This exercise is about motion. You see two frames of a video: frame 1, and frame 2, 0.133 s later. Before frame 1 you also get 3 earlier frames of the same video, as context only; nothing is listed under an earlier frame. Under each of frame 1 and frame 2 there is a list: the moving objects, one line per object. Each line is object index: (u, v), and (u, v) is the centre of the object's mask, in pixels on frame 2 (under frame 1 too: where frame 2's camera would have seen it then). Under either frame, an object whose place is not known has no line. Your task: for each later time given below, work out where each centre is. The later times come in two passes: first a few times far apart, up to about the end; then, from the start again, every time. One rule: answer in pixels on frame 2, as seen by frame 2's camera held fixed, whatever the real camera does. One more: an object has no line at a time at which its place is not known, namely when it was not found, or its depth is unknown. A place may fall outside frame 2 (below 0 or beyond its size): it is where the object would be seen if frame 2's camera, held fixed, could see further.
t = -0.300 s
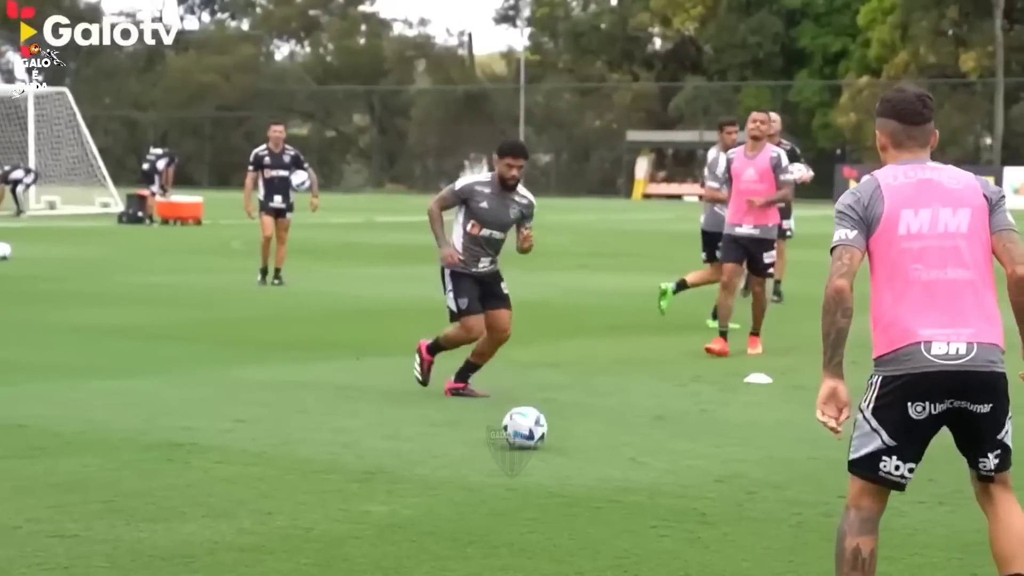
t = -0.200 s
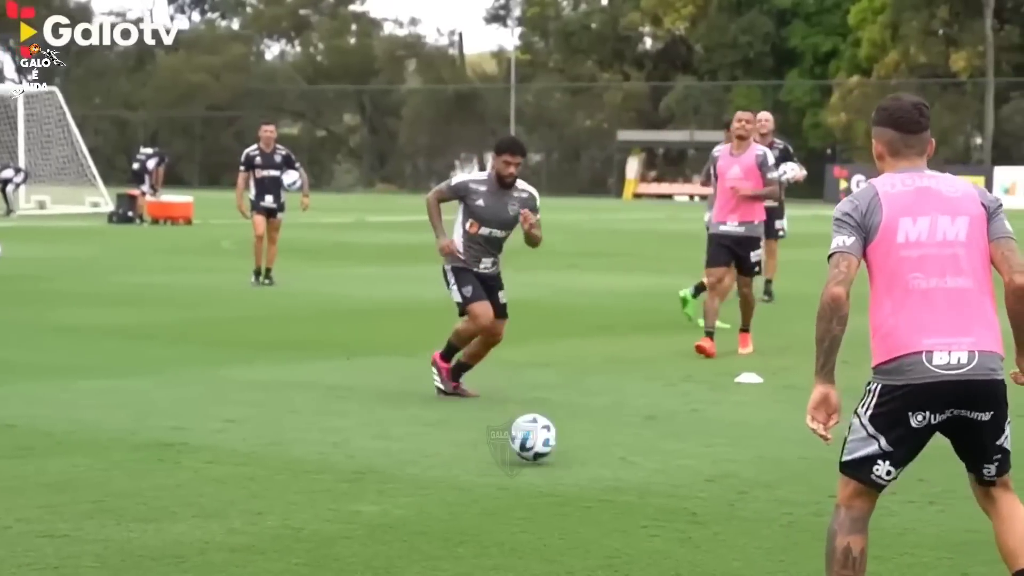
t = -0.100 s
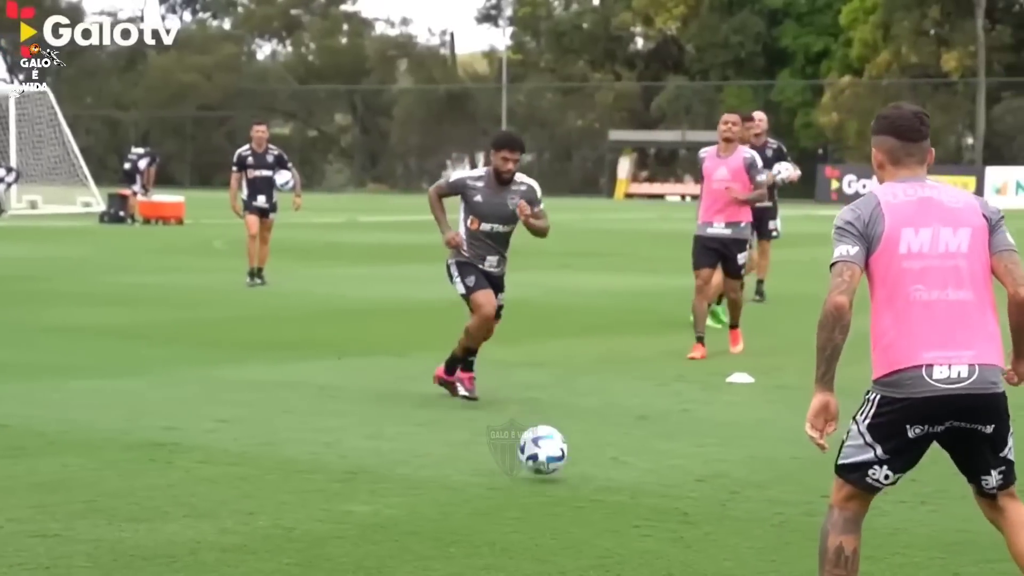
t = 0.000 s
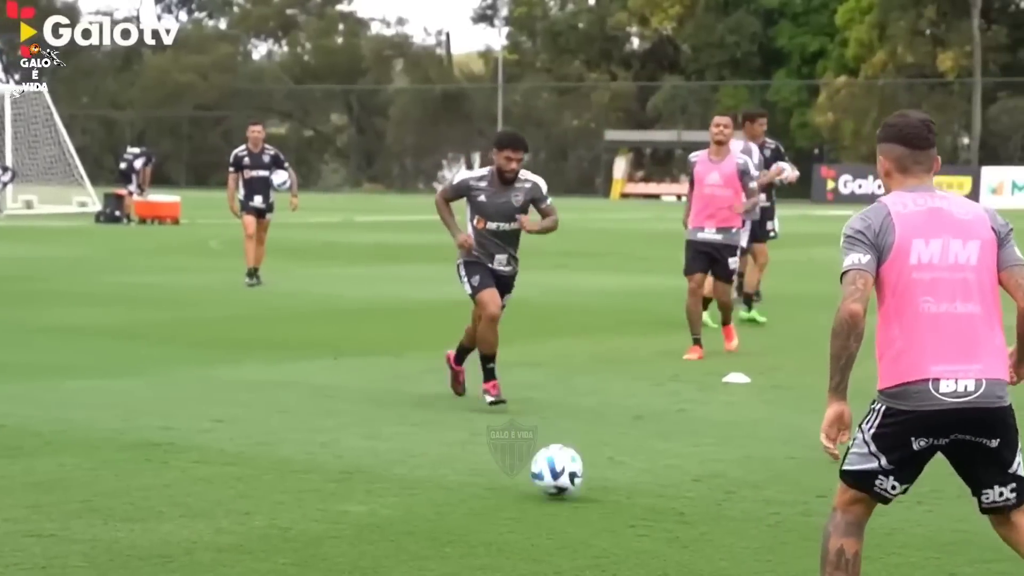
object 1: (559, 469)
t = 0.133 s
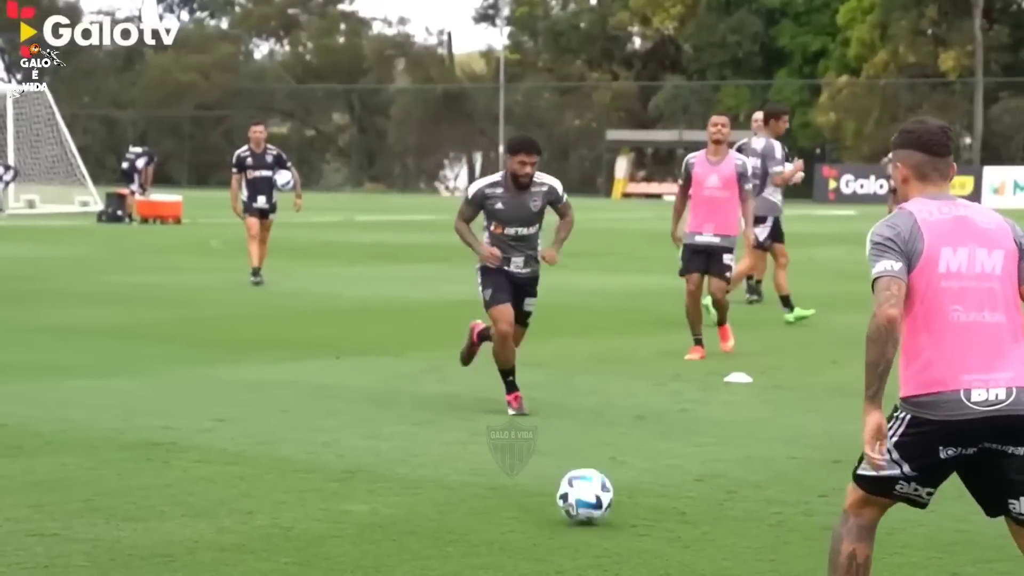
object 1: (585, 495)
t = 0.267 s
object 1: (613, 515)
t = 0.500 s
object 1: (668, 561)
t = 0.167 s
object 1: (592, 499)
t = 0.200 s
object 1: (599, 503)
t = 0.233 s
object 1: (606, 509)
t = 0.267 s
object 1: (613, 515)
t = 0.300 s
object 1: (621, 523)
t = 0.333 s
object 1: (628, 531)
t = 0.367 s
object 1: (636, 542)
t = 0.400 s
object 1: (644, 550)
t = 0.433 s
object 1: (651, 556)
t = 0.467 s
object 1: (660, 560)
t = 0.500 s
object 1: (668, 561)
